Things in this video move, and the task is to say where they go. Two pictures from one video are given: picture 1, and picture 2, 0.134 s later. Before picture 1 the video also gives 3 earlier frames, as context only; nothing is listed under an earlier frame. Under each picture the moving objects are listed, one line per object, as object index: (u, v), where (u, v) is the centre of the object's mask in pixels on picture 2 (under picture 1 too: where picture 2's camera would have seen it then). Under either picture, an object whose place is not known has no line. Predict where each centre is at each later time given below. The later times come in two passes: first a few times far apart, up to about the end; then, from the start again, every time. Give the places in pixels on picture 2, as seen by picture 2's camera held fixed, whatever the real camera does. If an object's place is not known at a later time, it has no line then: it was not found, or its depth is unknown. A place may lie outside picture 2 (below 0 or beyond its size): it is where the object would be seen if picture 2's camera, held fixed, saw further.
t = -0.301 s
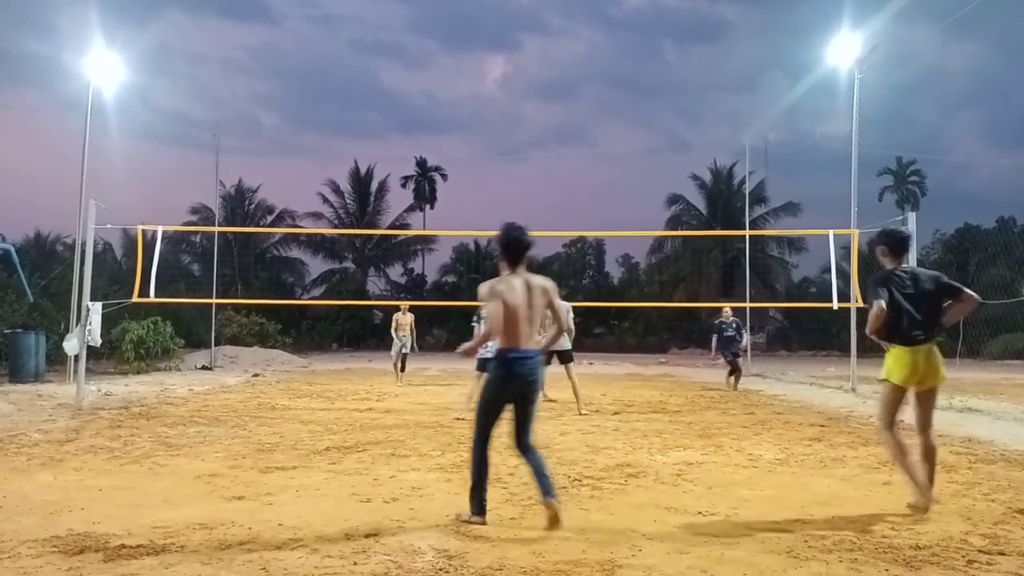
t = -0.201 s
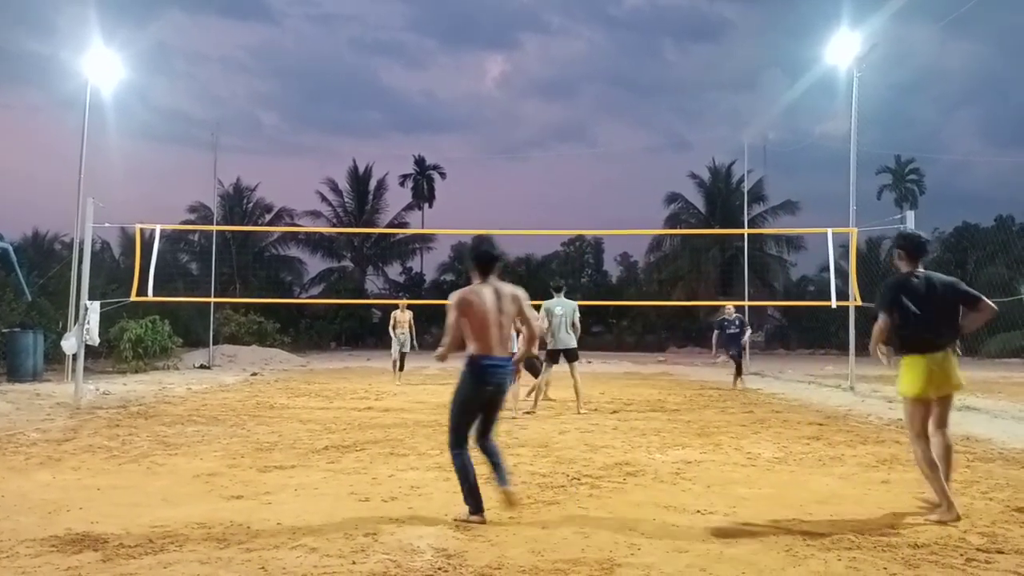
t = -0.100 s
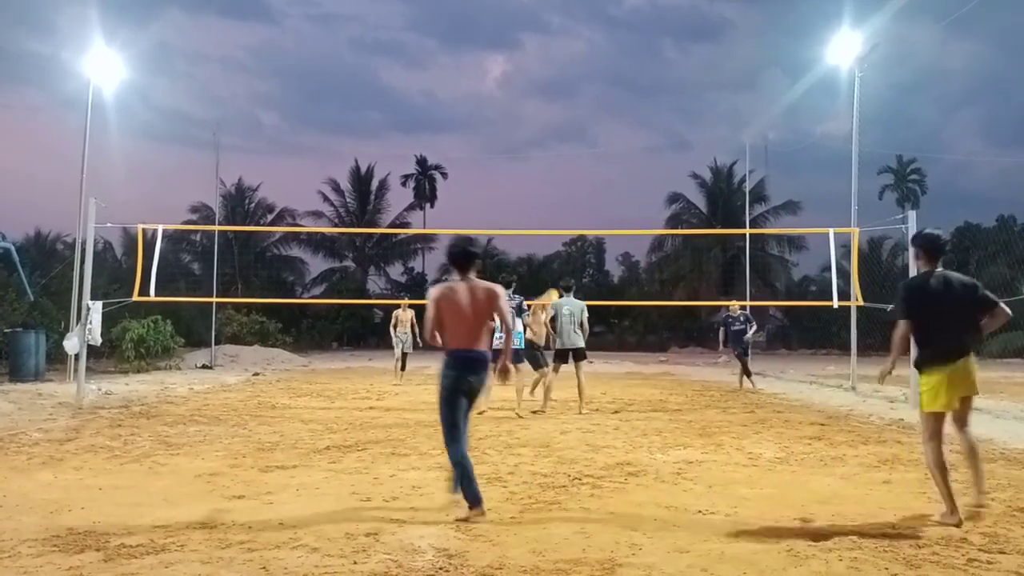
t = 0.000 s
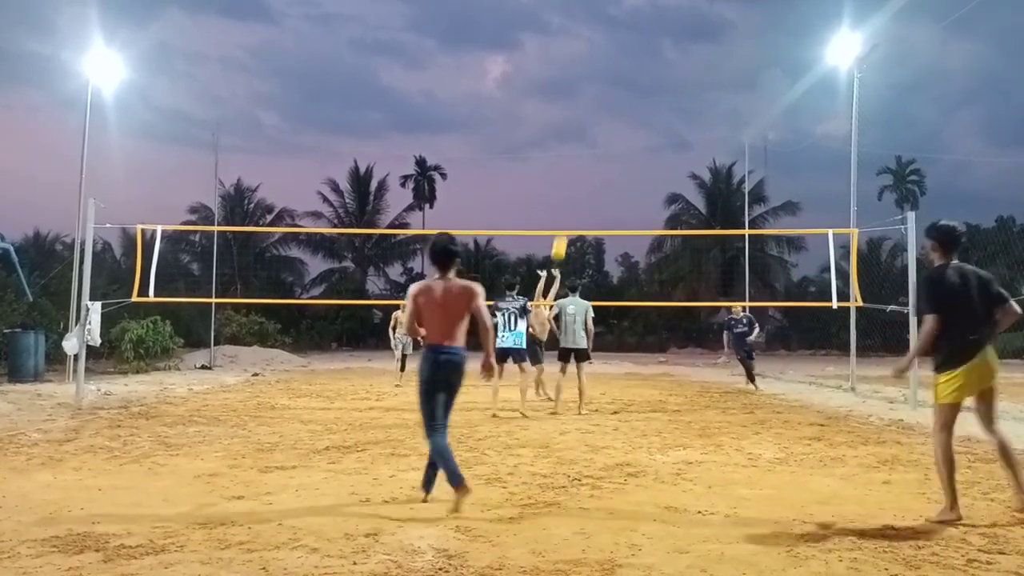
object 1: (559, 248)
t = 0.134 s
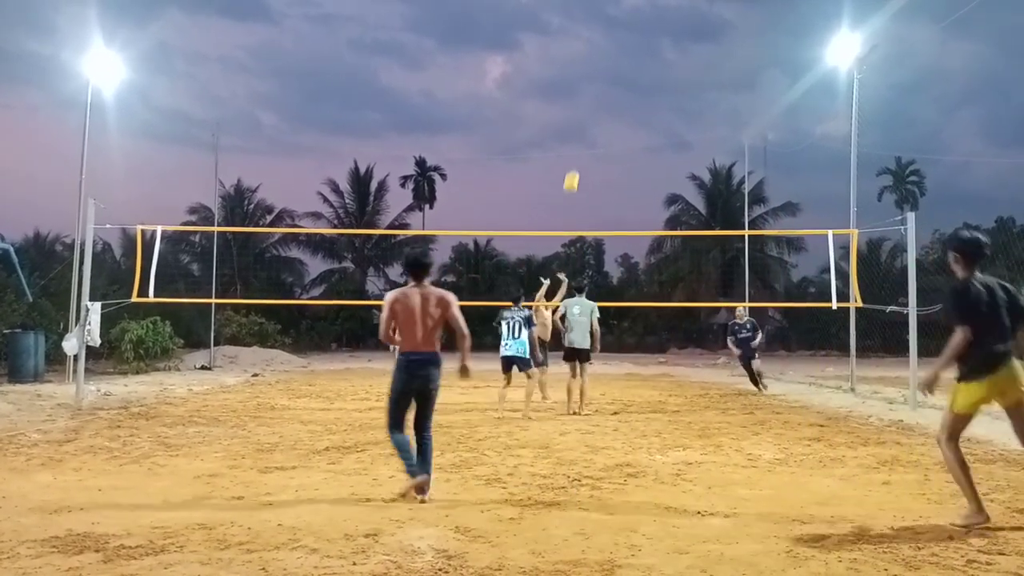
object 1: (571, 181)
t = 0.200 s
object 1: (578, 152)
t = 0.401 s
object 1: (596, 85)
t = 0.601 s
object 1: (615, 45)
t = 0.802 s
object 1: (633, 30)
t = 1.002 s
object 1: (650, 39)
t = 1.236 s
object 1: (672, 82)
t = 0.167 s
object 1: (574, 167)
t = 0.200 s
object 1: (578, 152)
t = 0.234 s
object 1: (580, 139)
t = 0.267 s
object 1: (583, 128)
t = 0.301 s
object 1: (586, 116)
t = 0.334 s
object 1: (590, 105)
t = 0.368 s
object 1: (593, 95)
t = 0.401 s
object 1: (596, 85)
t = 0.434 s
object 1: (599, 77)
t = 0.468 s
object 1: (602, 70)
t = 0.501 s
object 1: (606, 62)
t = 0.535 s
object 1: (609, 56)
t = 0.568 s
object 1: (612, 50)
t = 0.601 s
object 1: (615, 45)
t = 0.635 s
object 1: (618, 41)
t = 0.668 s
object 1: (620, 37)
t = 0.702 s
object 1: (623, 34)
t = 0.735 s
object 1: (627, 32)
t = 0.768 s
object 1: (630, 31)
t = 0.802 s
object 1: (633, 30)
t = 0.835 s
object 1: (636, 29)
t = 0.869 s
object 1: (638, 30)
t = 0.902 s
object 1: (642, 31)
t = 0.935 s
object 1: (645, 33)
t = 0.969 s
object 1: (648, 36)
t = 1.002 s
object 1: (650, 39)
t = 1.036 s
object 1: (653, 43)
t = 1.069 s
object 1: (657, 48)
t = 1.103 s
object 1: (660, 53)
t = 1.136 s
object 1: (663, 60)
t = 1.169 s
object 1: (665, 67)
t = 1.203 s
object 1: (669, 74)
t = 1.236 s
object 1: (672, 82)
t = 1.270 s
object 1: (674, 91)
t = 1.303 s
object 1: (677, 100)
